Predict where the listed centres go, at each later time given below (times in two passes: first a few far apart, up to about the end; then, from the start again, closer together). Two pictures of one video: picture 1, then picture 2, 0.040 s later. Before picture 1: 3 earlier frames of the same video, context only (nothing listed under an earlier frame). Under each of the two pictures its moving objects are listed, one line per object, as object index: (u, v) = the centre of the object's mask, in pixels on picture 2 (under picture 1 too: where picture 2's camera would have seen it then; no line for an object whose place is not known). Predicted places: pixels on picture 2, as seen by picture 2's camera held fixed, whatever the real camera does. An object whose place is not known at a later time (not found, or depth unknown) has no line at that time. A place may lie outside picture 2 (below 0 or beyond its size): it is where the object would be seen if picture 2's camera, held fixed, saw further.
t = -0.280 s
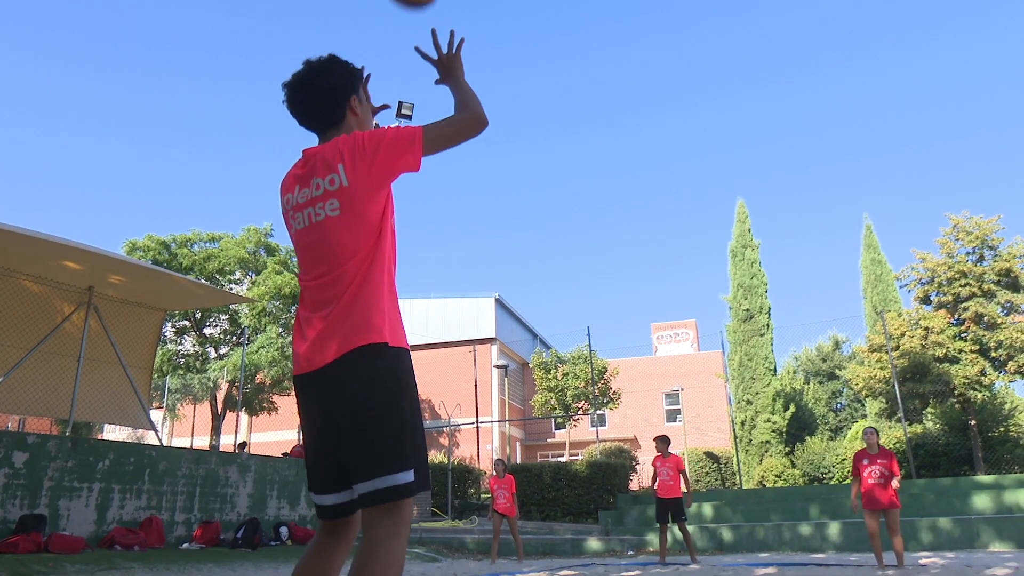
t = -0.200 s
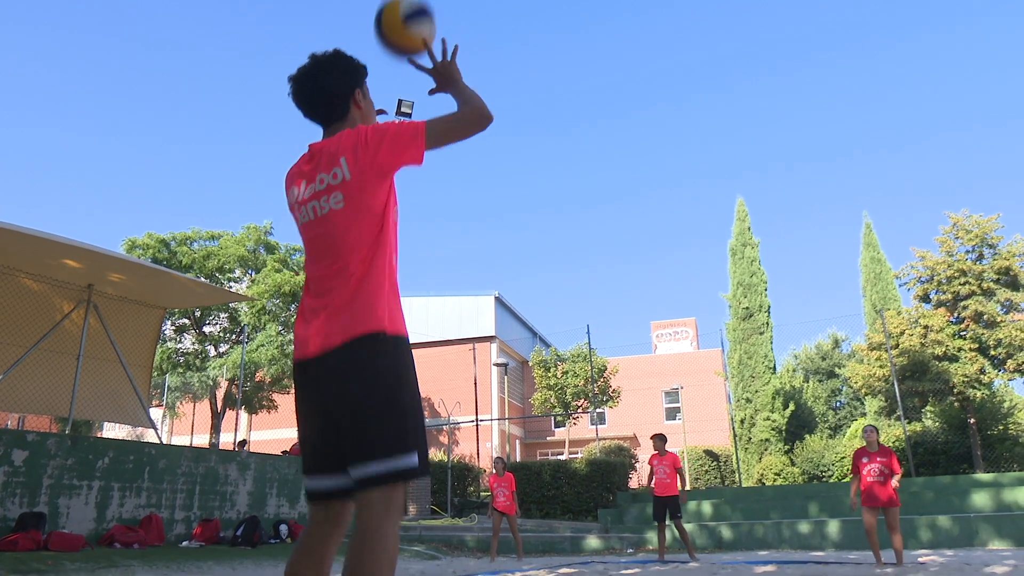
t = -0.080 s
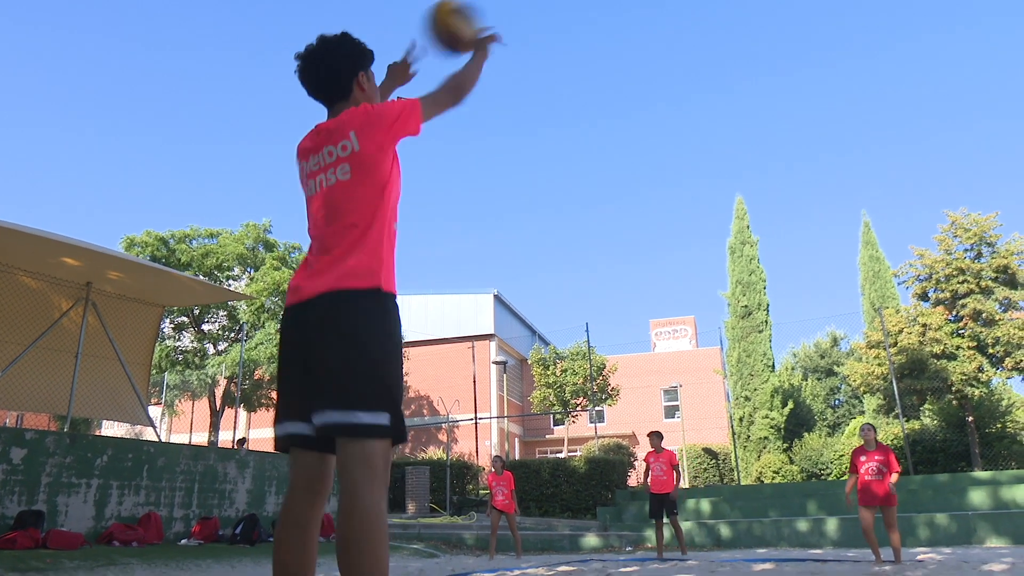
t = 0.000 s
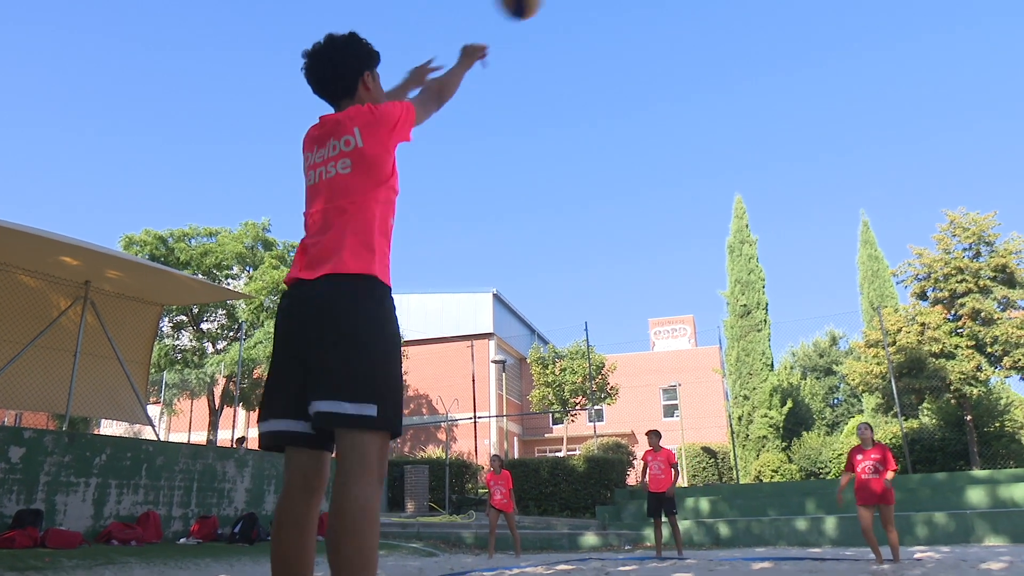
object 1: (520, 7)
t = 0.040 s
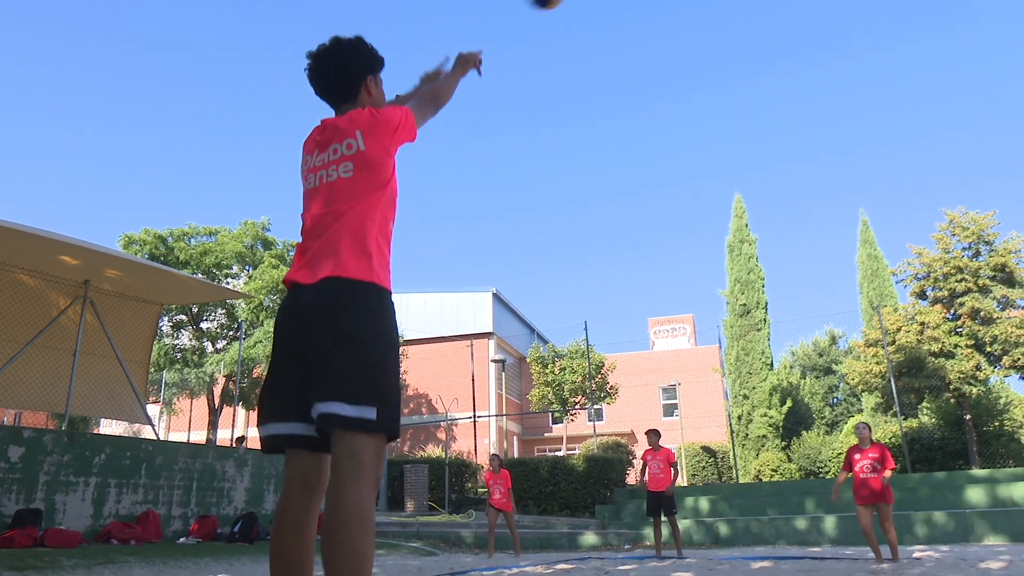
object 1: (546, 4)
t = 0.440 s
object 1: (696, 35)
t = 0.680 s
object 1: (746, 122)
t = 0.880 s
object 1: (781, 215)
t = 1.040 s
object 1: (807, 303)
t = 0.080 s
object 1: (568, 2)
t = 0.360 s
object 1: (676, 16)
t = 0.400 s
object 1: (687, 24)
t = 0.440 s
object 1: (696, 35)
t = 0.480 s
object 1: (706, 47)
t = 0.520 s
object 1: (714, 60)
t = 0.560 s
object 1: (723, 74)
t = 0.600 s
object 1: (731, 89)
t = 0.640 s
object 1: (738, 105)
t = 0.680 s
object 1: (746, 122)
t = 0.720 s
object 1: (753, 139)
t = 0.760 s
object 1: (760, 157)
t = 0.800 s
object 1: (767, 176)
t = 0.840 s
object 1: (774, 195)
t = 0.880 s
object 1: (781, 215)
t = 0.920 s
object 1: (787, 236)
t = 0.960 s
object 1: (793, 258)
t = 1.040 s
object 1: (807, 303)
